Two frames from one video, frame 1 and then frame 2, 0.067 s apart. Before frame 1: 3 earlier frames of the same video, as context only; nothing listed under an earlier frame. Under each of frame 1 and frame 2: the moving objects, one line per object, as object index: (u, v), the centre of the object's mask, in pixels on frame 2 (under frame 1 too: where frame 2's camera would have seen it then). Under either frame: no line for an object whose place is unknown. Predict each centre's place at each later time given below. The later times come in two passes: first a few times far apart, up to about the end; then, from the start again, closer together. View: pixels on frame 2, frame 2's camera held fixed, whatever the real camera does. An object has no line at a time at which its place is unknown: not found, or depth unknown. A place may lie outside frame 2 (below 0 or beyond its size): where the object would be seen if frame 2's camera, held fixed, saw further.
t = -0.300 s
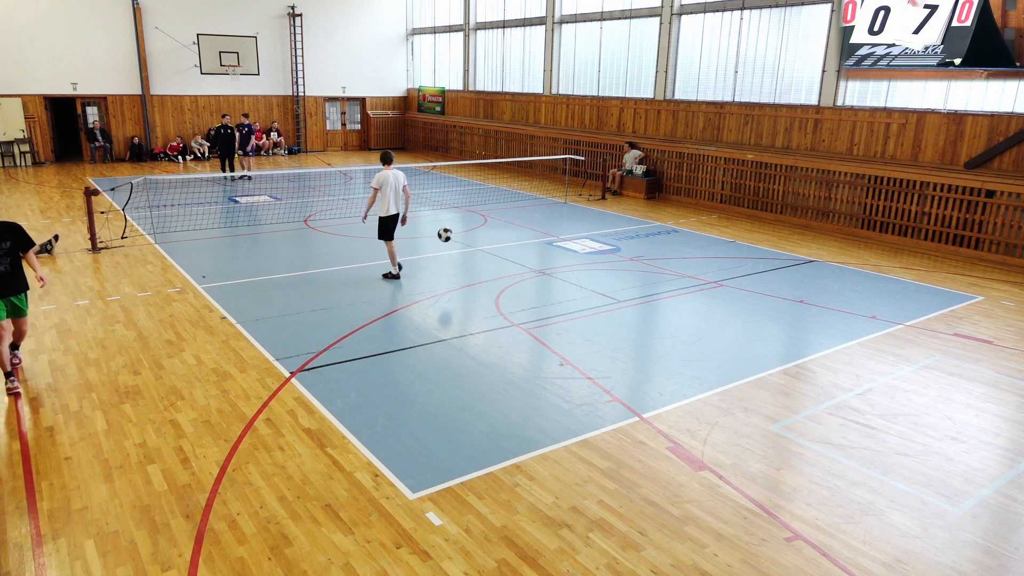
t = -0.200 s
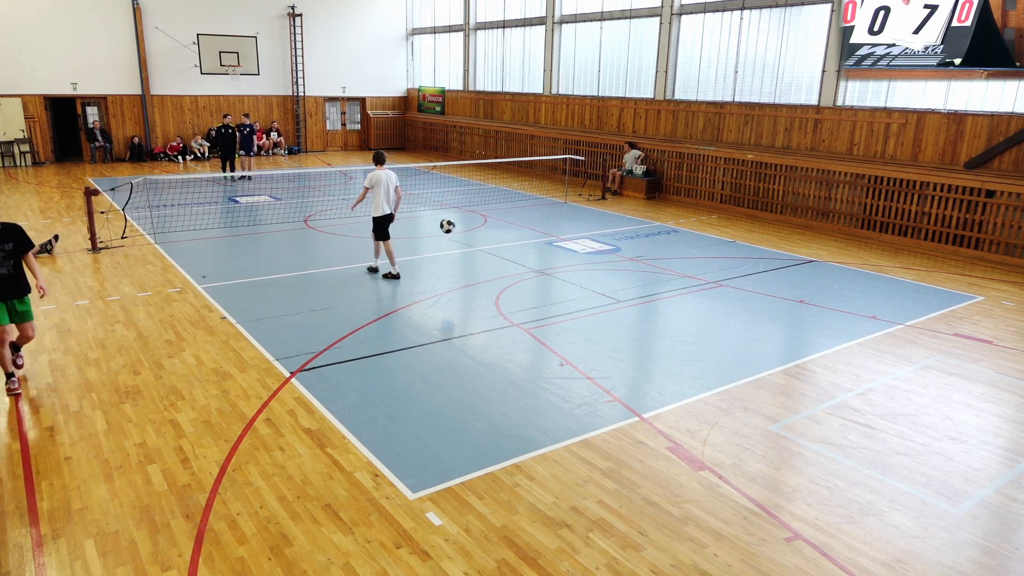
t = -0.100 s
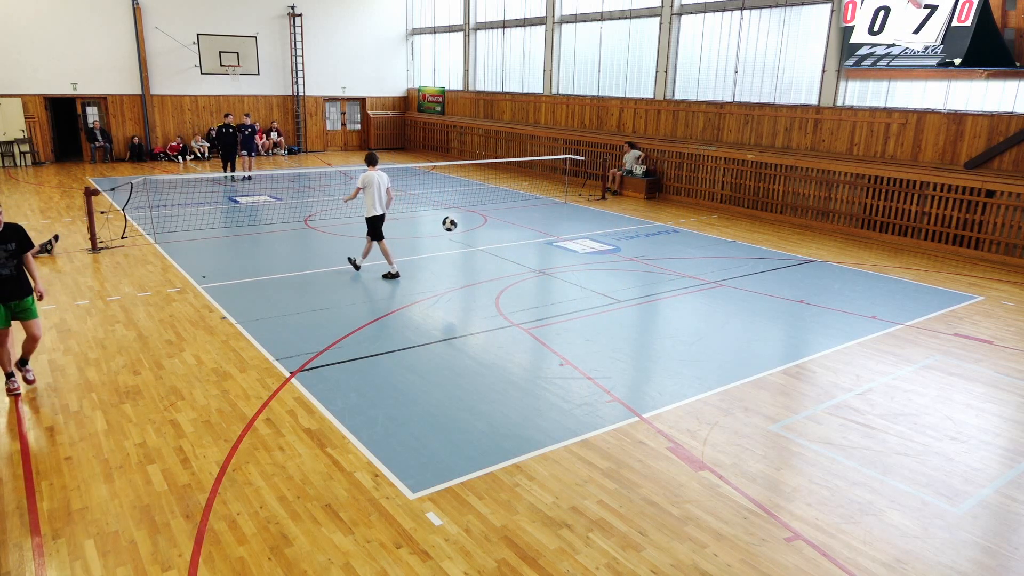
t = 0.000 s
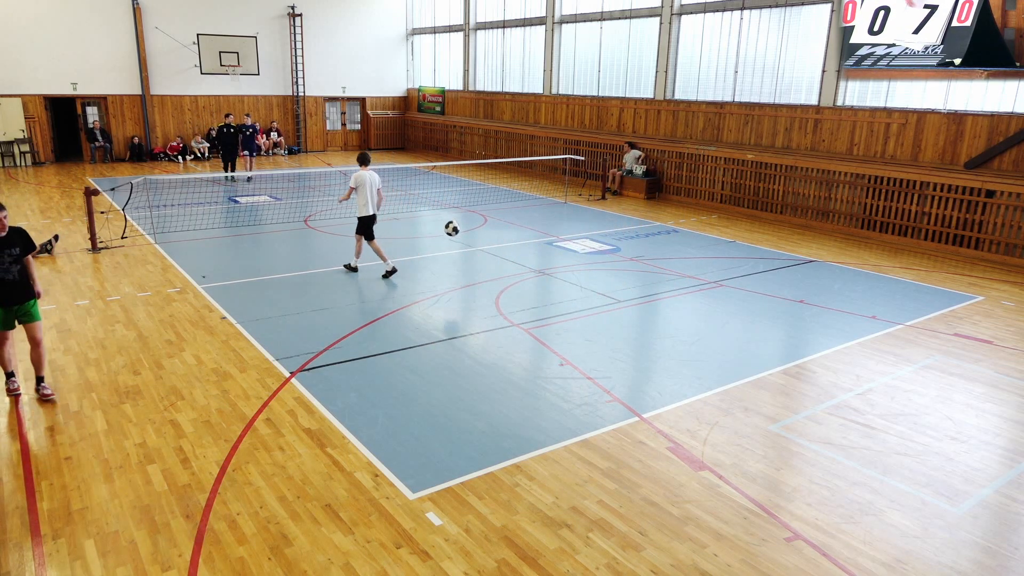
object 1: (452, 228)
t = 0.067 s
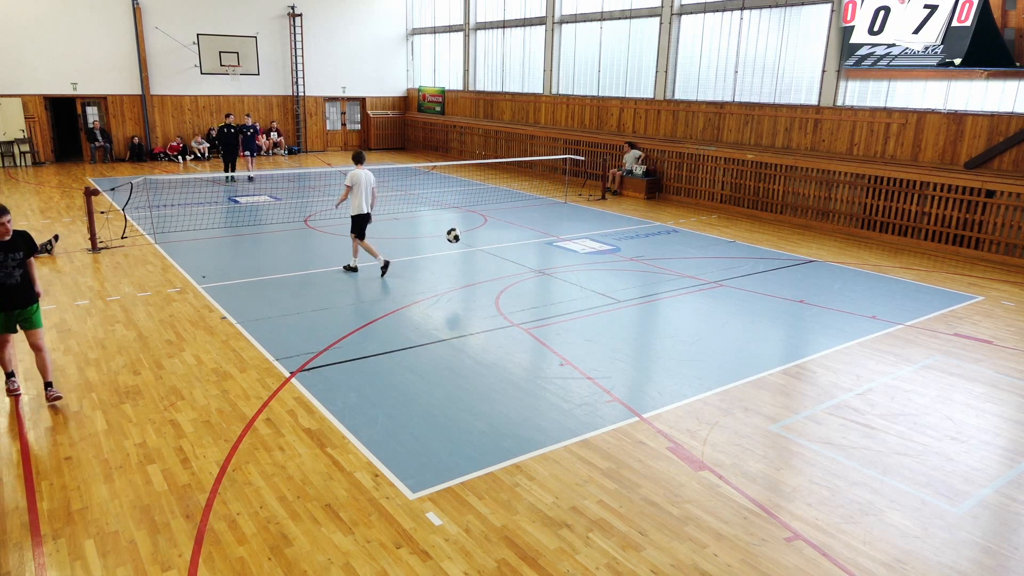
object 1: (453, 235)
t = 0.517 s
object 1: (464, 246)
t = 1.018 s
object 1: (477, 263)
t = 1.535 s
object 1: (491, 270)
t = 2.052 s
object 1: (505, 278)
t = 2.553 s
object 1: (519, 285)
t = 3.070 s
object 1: (533, 294)
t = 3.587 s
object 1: (547, 298)
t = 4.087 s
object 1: (560, 301)
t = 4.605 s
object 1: (574, 305)
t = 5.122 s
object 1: (588, 308)
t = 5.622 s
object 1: (599, 311)
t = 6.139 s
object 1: (610, 315)
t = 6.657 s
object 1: (622, 317)
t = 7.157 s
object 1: (635, 320)
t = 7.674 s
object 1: (646, 322)
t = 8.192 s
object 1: (656, 324)
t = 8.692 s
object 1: (665, 326)
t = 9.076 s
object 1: (670, 327)
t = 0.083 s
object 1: (454, 238)
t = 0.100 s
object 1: (454, 240)
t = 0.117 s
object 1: (454, 243)
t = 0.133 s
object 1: (455, 245)
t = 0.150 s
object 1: (455, 248)
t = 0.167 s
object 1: (455, 251)
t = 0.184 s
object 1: (456, 255)
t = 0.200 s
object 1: (456, 258)
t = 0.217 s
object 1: (456, 262)
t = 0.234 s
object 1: (457, 266)
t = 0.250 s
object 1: (457, 270)
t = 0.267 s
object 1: (457, 274)
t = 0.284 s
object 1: (458, 273)
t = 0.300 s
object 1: (458, 270)
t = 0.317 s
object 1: (459, 267)
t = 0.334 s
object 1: (459, 264)
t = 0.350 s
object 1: (460, 262)
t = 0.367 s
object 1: (460, 259)
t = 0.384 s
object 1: (460, 257)
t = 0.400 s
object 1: (461, 255)
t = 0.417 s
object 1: (461, 253)
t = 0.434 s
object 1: (462, 251)
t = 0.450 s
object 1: (462, 250)
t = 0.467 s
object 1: (463, 248)
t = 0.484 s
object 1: (463, 247)
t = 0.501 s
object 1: (464, 246)
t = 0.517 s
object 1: (464, 246)
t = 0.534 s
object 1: (465, 245)
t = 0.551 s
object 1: (465, 245)
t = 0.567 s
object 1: (465, 245)
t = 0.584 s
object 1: (466, 245)
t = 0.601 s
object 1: (466, 245)
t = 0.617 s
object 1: (467, 245)
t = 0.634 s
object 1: (467, 245)
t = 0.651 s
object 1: (468, 246)
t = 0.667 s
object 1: (468, 247)
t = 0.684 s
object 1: (469, 248)
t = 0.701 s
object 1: (469, 250)
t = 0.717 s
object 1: (469, 251)
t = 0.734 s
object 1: (470, 253)
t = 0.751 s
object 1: (470, 255)
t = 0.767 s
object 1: (471, 257)
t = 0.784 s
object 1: (471, 259)
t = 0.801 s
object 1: (472, 261)
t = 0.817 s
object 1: (472, 264)
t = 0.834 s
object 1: (473, 267)
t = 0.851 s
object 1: (473, 270)
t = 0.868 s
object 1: (474, 273)
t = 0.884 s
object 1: (474, 277)
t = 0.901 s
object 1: (474, 278)
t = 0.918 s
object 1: (475, 275)
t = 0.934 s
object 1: (475, 273)
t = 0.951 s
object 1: (475, 270)
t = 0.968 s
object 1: (476, 268)
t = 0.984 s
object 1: (477, 266)
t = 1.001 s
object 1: (477, 265)
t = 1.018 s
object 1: (477, 263)
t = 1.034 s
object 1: (478, 262)
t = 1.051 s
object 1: (478, 261)
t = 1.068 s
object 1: (479, 260)
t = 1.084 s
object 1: (479, 259)
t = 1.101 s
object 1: (480, 259)
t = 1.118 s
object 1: (480, 258)
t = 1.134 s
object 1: (481, 258)
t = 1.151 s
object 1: (481, 258)
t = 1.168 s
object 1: (481, 258)
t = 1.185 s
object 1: (482, 259)
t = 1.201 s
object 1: (483, 259)
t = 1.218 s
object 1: (483, 260)
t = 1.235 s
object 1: (483, 261)
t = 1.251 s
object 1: (484, 262)
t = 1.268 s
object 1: (484, 264)
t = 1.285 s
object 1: (485, 265)
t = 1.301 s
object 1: (485, 267)
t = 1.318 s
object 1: (486, 269)
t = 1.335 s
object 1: (486, 271)
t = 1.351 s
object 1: (487, 273)
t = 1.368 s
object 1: (487, 276)
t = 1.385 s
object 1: (487, 278)
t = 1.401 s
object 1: (487, 281)
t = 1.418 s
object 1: (488, 280)
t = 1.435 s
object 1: (488, 277)
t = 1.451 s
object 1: (489, 276)
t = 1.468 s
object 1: (489, 274)
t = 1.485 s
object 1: (490, 273)
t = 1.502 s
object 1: (490, 272)
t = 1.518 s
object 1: (491, 271)
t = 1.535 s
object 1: (491, 270)
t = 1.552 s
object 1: (492, 269)
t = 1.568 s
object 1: (492, 269)
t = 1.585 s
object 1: (493, 268)
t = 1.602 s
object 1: (493, 268)
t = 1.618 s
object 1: (494, 269)
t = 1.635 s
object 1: (494, 269)
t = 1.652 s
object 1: (494, 269)
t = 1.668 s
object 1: (495, 270)
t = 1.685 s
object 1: (495, 271)
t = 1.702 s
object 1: (496, 272)
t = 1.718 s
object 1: (496, 273)
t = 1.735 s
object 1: (496, 275)
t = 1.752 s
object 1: (496, 277)
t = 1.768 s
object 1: (497, 279)
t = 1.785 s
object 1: (497, 281)
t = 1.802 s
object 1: (498, 283)
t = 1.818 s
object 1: (498, 284)
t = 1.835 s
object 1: (499, 282)
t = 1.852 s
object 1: (499, 280)
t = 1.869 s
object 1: (500, 279)
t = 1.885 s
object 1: (500, 278)
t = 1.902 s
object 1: (501, 277)
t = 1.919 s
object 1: (501, 277)
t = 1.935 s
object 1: (502, 276)
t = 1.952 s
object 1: (502, 276)
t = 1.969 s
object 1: (503, 276)
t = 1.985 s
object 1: (503, 276)
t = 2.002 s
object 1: (504, 276)
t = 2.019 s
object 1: (504, 276)
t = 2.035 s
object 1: (505, 277)
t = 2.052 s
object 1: (505, 278)
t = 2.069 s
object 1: (506, 279)
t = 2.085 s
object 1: (506, 280)
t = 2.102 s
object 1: (507, 282)
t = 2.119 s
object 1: (507, 283)
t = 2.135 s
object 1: (508, 285)
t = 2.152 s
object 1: (508, 287)
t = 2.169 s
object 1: (508, 285)
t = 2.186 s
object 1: (509, 284)
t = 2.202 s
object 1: (509, 283)
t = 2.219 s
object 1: (510, 282)
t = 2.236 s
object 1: (510, 282)
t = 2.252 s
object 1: (511, 281)
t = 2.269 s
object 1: (511, 281)
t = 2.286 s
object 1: (512, 281)
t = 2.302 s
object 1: (512, 281)
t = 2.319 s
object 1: (513, 281)
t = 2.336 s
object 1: (513, 282)
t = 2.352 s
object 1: (514, 282)
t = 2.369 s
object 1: (514, 283)
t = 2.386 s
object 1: (515, 284)
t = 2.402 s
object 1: (515, 285)
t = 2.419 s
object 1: (515, 287)
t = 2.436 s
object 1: (516, 289)
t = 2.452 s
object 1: (516, 289)
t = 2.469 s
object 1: (517, 287)
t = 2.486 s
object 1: (517, 286)
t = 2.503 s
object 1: (518, 286)
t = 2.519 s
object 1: (518, 285)
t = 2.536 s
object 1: (519, 285)
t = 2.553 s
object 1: (519, 285)
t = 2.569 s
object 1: (520, 285)
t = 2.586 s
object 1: (520, 285)
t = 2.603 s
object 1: (521, 285)
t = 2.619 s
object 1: (521, 286)
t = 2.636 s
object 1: (521, 287)
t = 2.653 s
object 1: (522, 288)
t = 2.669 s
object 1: (522, 290)
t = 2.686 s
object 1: (523, 291)
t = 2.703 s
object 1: (523, 290)
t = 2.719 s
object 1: (524, 289)
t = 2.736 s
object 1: (524, 288)
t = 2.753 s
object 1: (524, 288)
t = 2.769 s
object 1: (525, 288)
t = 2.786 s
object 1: (525, 288)
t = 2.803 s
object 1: (526, 288)
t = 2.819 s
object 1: (526, 288)
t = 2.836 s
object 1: (526, 289)
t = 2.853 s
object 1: (527, 290)
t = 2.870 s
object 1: (527, 291)
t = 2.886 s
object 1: (528, 292)
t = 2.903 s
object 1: (528, 292)
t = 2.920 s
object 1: (529, 291)
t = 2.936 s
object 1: (529, 291)
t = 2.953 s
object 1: (530, 290)
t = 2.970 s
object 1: (530, 290)
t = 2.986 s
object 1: (530, 290)
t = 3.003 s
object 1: (531, 291)
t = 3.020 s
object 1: (531, 291)
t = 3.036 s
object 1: (532, 292)
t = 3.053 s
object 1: (532, 293)
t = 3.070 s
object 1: (533, 294)
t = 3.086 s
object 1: (533, 293)
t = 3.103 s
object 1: (534, 293)
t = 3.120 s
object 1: (534, 293)
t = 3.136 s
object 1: (535, 292)
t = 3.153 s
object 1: (535, 293)
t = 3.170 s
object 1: (535, 293)
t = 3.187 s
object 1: (536, 294)
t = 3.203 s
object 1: (536, 294)
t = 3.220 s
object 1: (536, 295)
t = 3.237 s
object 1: (537, 295)
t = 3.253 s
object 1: (537, 294)
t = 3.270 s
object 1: (538, 294)
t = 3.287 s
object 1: (538, 294)
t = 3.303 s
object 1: (539, 295)
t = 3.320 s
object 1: (539, 295)
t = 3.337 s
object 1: (540, 296)
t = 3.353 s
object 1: (540, 296)
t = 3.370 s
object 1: (541, 296)
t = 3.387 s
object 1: (541, 296)
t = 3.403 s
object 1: (542, 296)
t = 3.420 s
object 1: (542, 296)
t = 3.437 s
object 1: (543, 297)
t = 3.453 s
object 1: (543, 297)
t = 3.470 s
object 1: (544, 297)
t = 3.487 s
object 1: (544, 297)
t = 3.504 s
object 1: (545, 297)
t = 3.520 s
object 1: (545, 297)
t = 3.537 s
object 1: (545, 298)
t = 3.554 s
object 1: (546, 297)
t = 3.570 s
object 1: (546, 297)
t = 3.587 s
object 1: (547, 298)
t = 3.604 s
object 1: (547, 298)
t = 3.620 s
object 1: (548, 298)
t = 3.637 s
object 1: (548, 298)
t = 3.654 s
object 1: (549, 298)
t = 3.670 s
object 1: (549, 298)
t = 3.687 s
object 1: (550, 298)
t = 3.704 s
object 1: (550, 299)
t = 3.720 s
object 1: (551, 299)
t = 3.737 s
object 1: (551, 299)
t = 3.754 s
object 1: (551, 299)
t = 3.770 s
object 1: (552, 299)
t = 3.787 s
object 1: (553, 299)
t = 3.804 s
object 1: (553, 299)
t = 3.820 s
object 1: (553, 299)
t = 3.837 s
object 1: (554, 299)
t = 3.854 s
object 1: (554, 300)
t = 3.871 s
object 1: (555, 300)
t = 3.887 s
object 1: (555, 300)
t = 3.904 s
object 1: (556, 300)
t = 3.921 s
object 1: (556, 300)
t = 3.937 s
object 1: (556, 300)
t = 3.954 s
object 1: (557, 300)
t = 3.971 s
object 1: (557, 300)
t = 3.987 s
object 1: (558, 300)
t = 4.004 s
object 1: (558, 300)
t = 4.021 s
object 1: (559, 301)
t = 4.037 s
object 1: (559, 301)
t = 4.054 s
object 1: (560, 301)
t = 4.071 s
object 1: (560, 301)
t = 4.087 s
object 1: (560, 301)
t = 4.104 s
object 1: (561, 301)
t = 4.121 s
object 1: (562, 301)
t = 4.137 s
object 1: (562, 301)
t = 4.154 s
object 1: (563, 301)
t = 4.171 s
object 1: (563, 301)
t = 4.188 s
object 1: (563, 301)
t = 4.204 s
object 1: (564, 302)
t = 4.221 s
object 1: (564, 302)
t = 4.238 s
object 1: (565, 303)
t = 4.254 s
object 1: (565, 303)
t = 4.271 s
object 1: (565, 303)
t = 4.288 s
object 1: (566, 303)
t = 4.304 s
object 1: (566, 303)
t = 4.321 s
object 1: (567, 303)
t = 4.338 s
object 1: (567, 303)
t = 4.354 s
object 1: (568, 303)
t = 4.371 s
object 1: (568, 304)
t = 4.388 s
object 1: (568, 304)
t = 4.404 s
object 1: (569, 304)
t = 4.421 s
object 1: (569, 304)
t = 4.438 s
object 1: (570, 304)
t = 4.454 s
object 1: (570, 304)
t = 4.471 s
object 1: (571, 304)
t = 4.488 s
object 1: (571, 304)
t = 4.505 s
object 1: (571, 304)
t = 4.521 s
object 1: (572, 304)
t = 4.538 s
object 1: (572, 304)
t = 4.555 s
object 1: (573, 304)
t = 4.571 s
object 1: (573, 304)
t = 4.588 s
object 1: (574, 304)
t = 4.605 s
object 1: (574, 305)
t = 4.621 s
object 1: (575, 305)
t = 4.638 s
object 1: (575, 305)
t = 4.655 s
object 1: (575, 305)
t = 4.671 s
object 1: (576, 305)
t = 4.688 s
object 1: (576, 305)
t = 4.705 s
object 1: (577, 305)
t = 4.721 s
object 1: (577, 305)
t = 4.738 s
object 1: (578, 305)
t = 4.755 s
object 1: (578, 305)
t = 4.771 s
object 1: (578, 306)
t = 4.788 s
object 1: (579, 305)
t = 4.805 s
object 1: (579, 306)
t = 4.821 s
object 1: (580, 306)
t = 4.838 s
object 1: (580, 306)
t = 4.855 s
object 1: (580, 306)
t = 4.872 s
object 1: (581, 306)
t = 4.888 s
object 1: (581, 306)
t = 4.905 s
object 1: (582, 307)
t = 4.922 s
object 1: (582, 307)
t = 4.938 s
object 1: (583, 307)
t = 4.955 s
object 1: (583, 307)
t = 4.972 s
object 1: (584, 307)
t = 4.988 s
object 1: (584, 307)
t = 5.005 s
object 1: (585, 307)
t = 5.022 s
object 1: (585, 307)
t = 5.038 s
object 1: (585, 307)
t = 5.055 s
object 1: (586, 308)
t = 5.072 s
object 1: (586, 308)
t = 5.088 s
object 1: (587, 308)
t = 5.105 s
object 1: (587, 308)
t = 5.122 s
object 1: (588, 308)
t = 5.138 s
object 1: (588, 308)
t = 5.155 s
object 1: (588, 308)
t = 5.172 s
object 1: (589, 308)
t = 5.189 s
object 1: (589, 309)
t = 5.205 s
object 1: (590, 309)
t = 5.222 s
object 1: (590, 309)
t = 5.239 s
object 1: (590, 309)
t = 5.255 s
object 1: (591, 309)
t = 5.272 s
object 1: (591, 309)
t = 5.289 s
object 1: (591, 309)
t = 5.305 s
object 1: (592, 309)
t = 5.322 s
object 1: (592, 309)
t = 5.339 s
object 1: (593, 310)
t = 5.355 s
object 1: (593, 310)
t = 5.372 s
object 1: (594, 310)
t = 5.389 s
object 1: (594, 310)
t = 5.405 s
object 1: (594, 310)
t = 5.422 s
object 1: (595, 310)
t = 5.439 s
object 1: (595, 310)
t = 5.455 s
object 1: (595, 310)
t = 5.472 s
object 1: (596, 311)
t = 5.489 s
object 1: (596, 311)
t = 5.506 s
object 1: (597, 311)
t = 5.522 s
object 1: (597, 311)
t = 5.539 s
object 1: (598, 311)
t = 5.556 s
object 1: (598, 311)
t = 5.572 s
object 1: (598, 311)
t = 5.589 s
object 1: (599, 311)
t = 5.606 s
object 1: (599, 311)
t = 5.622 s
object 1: (599, 311)
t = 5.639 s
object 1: (600, 312)
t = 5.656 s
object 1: (600, 311)
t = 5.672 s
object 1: (600, 312)
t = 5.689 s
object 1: (601, 312)
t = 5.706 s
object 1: (601, 312)
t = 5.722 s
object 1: (601, 312)
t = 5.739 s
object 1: (602, 312)
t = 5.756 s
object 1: (602, 312)
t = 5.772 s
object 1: (602, 312)
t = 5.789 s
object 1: (603, 312)
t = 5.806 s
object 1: (603, 313)
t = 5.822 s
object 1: (604, 313)
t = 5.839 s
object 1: (604, 313)
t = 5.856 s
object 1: (604, 313)
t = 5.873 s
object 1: (604, 313)
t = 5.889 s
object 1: (605, 313)
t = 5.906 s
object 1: (605, 313)
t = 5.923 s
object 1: (606, 313)
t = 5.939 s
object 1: (606, 313)
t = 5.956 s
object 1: (606, 314)
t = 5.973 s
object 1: (607, 314)
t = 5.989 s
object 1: (607, 314)
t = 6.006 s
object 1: (607, 314)
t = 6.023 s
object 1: (608, 314)
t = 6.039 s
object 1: (608, 314)
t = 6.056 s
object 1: (608, 314)
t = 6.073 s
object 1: (609, 314)
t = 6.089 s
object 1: (609, 314)
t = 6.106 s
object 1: (609, 314)
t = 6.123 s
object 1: (610, 315)
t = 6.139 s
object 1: (610, 315)
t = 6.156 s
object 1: (610, 315)
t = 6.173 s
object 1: (611, 315)
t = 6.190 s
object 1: (611, 315)
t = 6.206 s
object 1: (611, 315)
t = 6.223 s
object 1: (612, 315)
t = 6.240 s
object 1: (612, 315)
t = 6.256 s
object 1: (613, 315)
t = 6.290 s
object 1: (613, 315)
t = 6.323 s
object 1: (614, 315)
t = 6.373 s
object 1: (615, 316)
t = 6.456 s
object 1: (617, 316)
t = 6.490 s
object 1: (618, 316)
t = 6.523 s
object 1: (619, 317)
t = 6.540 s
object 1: (619, 317)
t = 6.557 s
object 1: (620, 317)
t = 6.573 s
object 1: (620, 317)
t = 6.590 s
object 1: (620, 317)
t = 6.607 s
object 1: (621, 317)
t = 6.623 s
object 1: (621, 317)
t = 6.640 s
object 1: (622, 317)
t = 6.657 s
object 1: (622, 317)
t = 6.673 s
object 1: (622, 318)
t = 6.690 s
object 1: (623, 318)
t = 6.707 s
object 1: (623, 318)
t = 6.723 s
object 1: (623, 318)
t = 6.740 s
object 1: (624, 318)
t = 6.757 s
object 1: (624, 318)
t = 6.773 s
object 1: (625, 318)
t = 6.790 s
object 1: (625, 318)
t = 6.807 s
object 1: (625, 318)
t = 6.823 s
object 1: (626, 318)
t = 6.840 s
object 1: (626, 318)
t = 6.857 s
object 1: (627, 318)
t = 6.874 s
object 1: (627, 319)
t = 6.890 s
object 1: (628, 319)
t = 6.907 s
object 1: (628, 319)
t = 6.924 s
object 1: (628, 319)
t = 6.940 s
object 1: (629, 319)
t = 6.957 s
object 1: (629, 319)
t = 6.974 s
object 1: (630, 319)
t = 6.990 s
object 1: (630, 319)
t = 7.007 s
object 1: (630, 319)
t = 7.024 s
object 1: (631, 319)
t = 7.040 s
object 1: (632, 320)
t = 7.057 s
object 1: (632, 319)
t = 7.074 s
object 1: (632, 320)
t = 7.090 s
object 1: (633, 320)
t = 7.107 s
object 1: (633, 320)
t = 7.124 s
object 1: (634, 320)
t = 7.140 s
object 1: (634, 320)
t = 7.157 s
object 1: (635, 320)
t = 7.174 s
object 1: (635, 320)
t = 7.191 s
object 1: (635, 320)
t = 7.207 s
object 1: (636, 320)
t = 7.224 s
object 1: (636, 320)
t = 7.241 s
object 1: (637, 321)
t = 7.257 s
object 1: (637, 321)
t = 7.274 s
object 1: (637, 321)
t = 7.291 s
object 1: (638, 321)
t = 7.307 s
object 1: (638, 321)
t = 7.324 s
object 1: (638, 321)
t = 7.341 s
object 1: (639, 321)
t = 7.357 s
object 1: (639, 321)
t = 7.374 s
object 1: (640, 321)
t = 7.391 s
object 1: (640, 321)
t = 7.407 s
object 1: (640, 321)
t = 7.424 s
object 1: (641, 321)
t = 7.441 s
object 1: (641, 321)
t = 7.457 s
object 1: (641, 321)
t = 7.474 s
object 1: (642, 321)
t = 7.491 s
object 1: (642, 321)
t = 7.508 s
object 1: (643, 322)
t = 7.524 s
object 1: (643, 322)
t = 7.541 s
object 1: (643, 322)
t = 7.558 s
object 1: (644, 322)
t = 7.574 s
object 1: (644, 322)
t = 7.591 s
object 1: (645, 322)
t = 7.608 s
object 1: (645, 322)
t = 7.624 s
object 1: (645, 322)
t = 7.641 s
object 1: (646, 322)
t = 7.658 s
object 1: (646, 322)
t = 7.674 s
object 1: (646, 322)
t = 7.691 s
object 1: (647, 322)
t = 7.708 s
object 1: (647, 322)
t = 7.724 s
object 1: (647, 322)
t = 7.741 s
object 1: (648, 323)
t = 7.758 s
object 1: (648, 323)
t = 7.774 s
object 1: (648, 323)
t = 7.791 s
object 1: (649, 323)
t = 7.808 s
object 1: (649, 323)
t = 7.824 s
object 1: (649, 323)
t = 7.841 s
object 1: (650, 323)
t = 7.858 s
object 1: (650, 323)
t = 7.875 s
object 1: (650, 323)
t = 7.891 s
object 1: (651, 323)
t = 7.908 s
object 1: (651, 323)
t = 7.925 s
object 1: (651, 323)
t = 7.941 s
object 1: (651, 323)
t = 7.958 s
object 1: (652, 323)
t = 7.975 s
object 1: (652, 323)
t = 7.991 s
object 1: (652, 323)
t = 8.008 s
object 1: (653, 323)
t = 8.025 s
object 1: (653, 323)
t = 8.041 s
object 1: (653, 323)
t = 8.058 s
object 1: (653, 324)
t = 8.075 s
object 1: (654, 324)
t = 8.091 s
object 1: (654, 324)
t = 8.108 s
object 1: (654, 324)
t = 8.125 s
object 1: (654, 324)
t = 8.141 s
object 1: (655, 324)
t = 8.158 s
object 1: (655, 324)
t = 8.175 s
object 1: (655, 324)
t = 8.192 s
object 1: (656, 324)
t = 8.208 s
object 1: (656, 324)
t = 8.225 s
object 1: (656, 324)
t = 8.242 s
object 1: (657, 324)
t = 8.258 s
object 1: (657, 325)
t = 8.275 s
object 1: (657, 325)
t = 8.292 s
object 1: (658, 325)
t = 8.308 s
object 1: (658, 325)
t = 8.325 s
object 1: (658, 325)
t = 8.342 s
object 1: (659, 325)
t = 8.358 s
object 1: (659, 325)
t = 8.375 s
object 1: (659, 325)
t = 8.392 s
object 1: (659, 325)
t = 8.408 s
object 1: (660, 325)
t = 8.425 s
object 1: (660, 325)
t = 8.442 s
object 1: (661, 325)
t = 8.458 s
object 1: (661, 325)
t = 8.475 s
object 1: (661, 325)
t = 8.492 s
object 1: (662, 325)
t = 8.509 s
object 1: (662, 326)
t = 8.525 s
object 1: (662, 326)
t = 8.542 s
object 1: (662, 326)
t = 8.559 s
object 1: (663, 326)
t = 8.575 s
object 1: (663, 326)
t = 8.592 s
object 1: (663, 326)
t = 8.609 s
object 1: (664, 326)
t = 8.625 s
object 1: (664, 326)
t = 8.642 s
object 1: (664, 326)
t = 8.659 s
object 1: (665, 326)
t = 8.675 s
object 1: (665, 326)
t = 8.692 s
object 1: (665, 326)
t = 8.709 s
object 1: (665, 326)
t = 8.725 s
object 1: (665, 326)
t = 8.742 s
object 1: (666, 326)
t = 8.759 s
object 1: (666, 326)
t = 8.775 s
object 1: (666, 326)
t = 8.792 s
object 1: (666, 326)
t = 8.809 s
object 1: (667, 326)
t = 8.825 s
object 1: (667, 326)
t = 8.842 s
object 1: (667, 326)
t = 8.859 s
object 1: (667, 326)
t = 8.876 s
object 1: (668, 326)
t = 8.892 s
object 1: (668, 327)
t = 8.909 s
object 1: (668, 327)
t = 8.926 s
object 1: (668, 327)
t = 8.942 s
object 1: (669, 326)
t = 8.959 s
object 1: (669, 327)
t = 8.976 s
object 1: (669, 327)
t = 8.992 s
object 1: (669, 327)
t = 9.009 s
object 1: (669, 327)
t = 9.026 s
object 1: (670, 327)
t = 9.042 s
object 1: (670, 327)
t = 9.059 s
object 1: (670, 327)
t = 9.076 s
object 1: (670, 327)
